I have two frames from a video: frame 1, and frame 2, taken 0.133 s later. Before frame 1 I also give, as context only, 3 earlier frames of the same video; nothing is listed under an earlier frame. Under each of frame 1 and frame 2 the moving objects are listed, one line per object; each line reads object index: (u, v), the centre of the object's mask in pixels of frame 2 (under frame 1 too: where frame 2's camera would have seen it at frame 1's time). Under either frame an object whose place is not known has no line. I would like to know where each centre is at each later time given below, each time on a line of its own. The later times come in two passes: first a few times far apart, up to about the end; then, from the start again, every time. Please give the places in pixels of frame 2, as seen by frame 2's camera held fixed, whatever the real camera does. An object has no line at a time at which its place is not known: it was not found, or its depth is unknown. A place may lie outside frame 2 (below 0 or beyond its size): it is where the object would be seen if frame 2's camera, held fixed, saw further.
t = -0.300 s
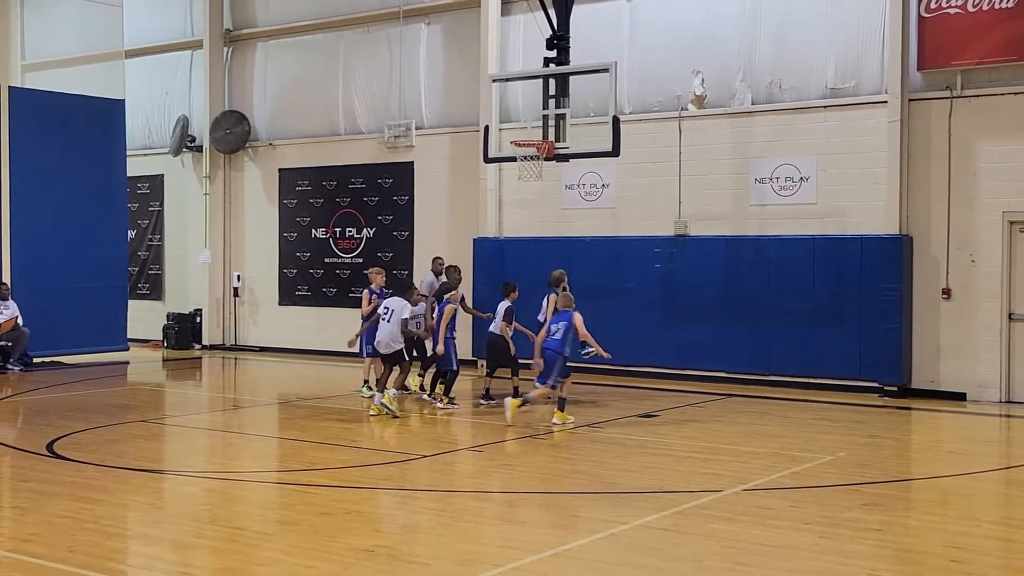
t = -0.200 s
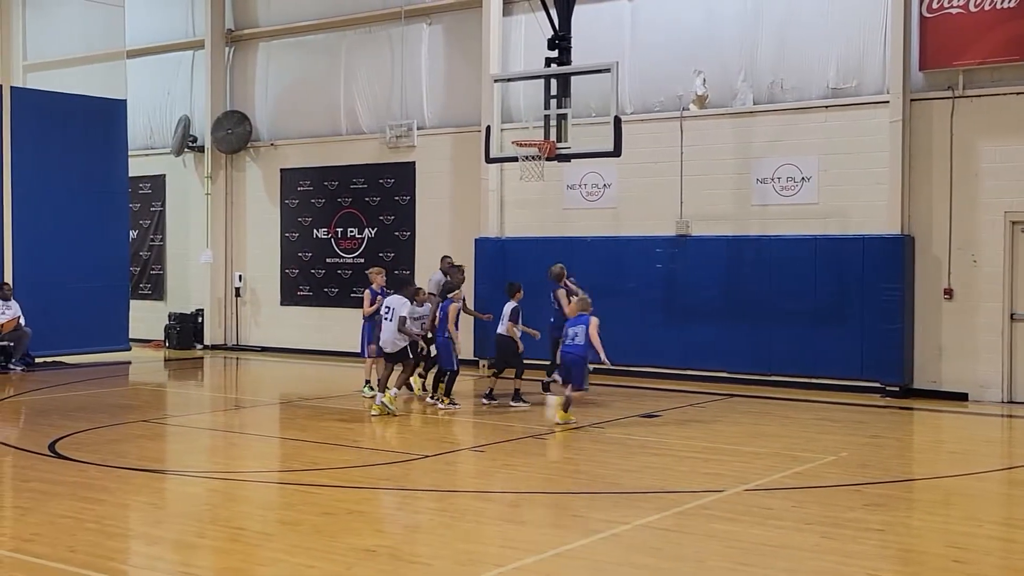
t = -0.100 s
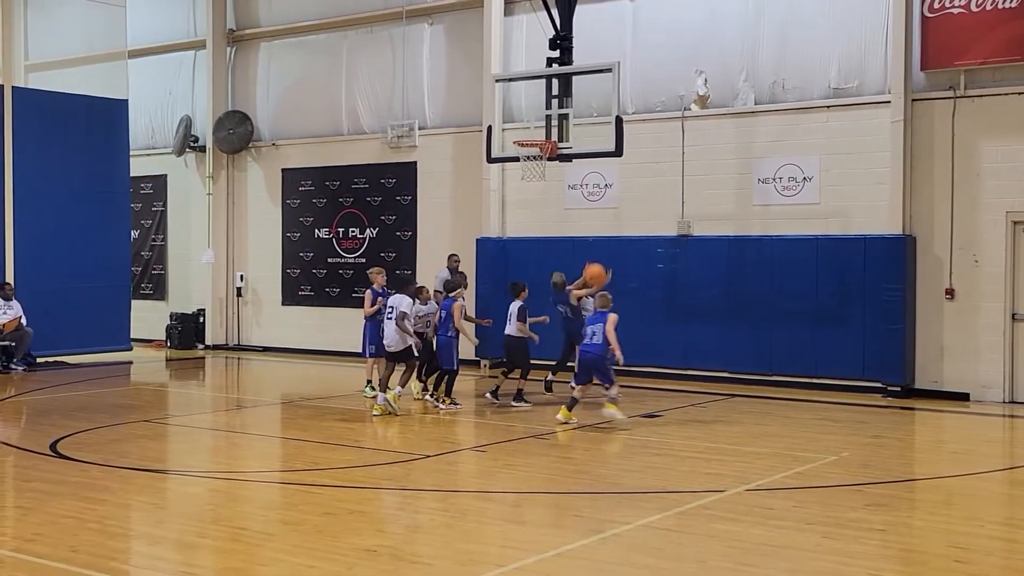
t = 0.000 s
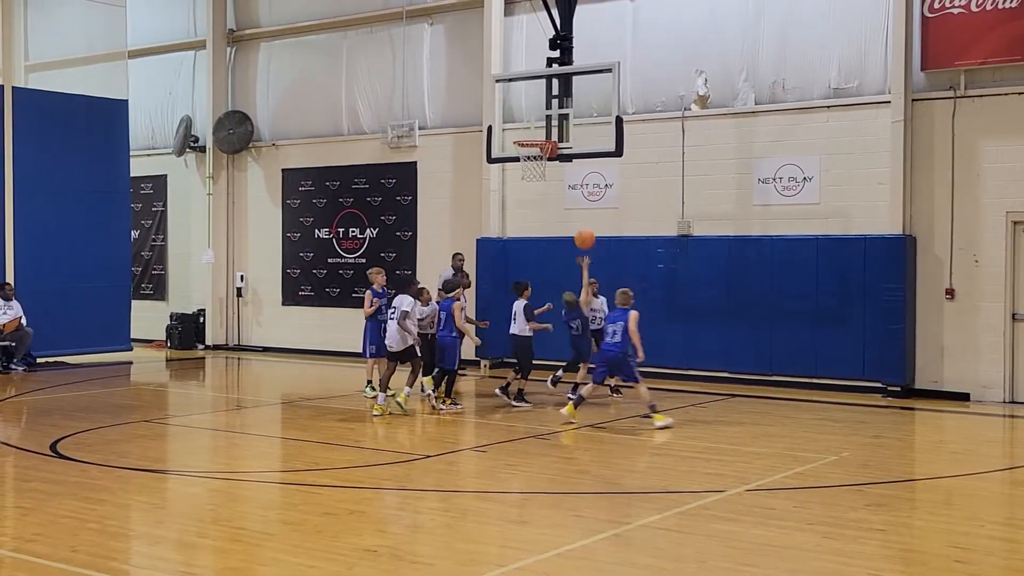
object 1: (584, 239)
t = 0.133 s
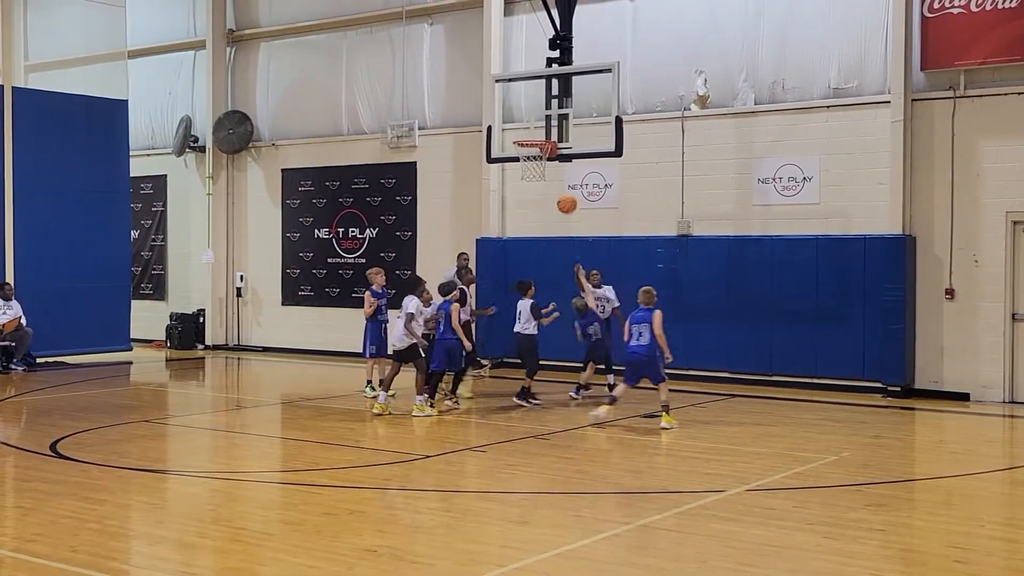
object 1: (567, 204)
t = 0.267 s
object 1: (549, 185)
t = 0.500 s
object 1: (520, 187)
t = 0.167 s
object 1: (562, 197)
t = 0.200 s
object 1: (558, 192)
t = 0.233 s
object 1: (554, 188)
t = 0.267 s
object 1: (549, 185)
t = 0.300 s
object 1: (545, 182)
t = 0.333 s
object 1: (541, 180)
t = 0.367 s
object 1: (537, 180)
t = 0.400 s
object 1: (532, 180)
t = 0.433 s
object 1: (528, 181)
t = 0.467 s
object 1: (524, 184)
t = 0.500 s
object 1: (520, 187)
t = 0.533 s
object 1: (516, 191)
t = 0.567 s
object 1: (512, 196)
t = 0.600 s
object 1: (508, 202)
